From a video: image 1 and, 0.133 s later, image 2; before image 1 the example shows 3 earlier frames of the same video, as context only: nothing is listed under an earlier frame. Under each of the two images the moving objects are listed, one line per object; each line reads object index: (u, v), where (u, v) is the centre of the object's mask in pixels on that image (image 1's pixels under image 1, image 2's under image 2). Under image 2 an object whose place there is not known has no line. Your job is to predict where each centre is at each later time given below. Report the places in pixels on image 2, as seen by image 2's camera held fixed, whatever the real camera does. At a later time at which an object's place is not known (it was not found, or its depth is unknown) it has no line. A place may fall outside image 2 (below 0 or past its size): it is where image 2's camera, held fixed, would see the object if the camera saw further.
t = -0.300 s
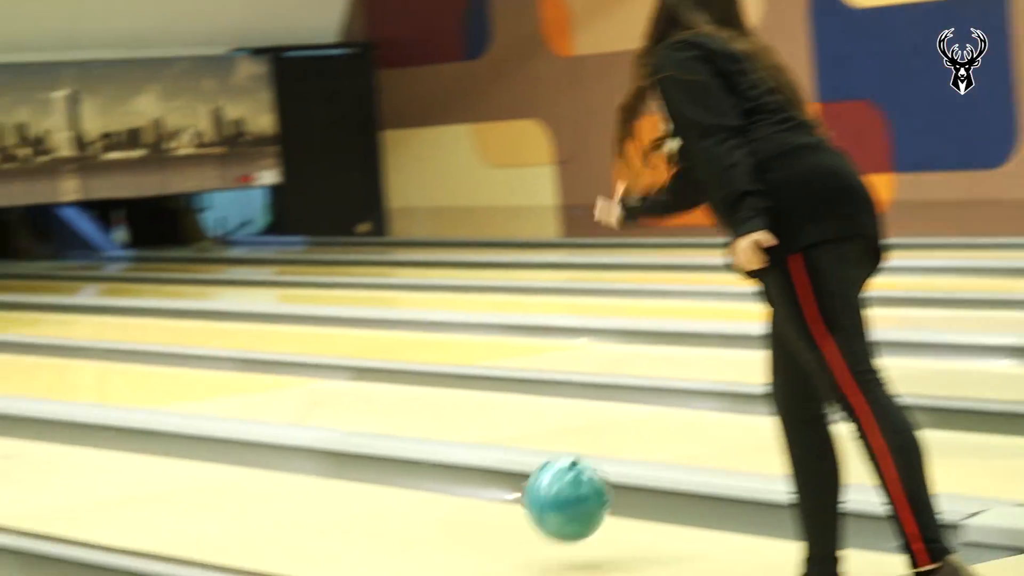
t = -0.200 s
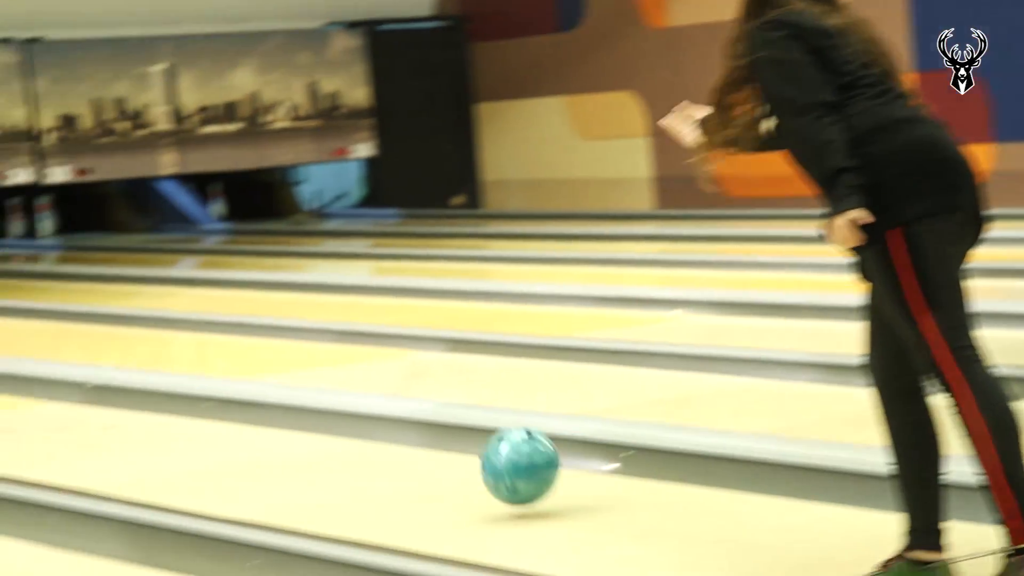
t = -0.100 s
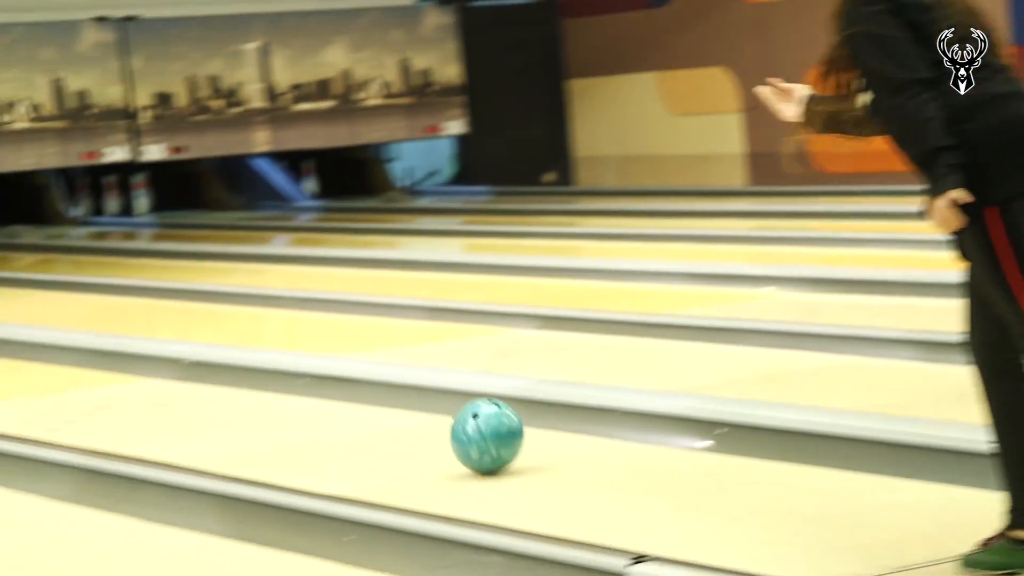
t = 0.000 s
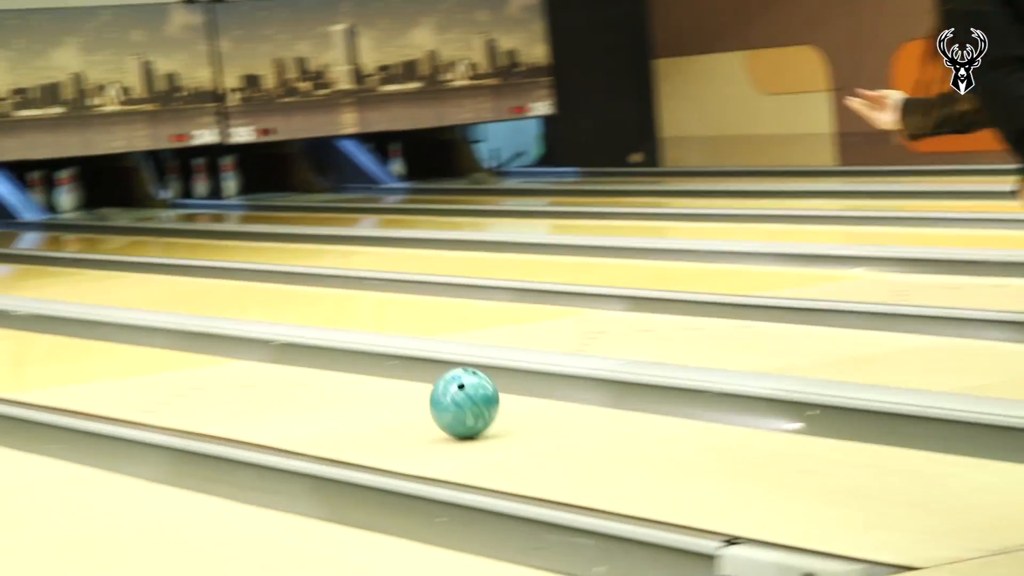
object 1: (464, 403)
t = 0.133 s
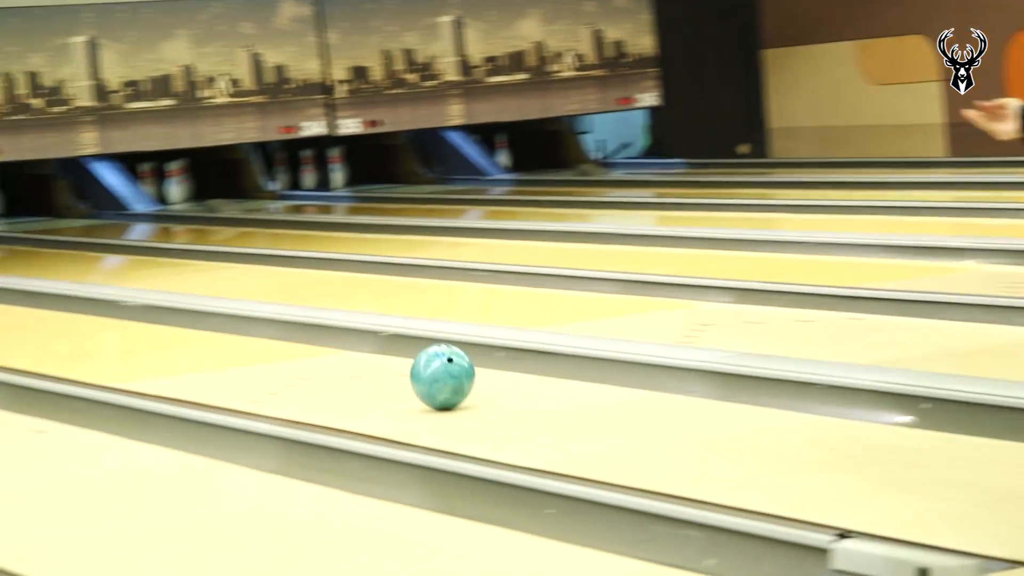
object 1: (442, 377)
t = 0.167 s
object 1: (414, 373)
